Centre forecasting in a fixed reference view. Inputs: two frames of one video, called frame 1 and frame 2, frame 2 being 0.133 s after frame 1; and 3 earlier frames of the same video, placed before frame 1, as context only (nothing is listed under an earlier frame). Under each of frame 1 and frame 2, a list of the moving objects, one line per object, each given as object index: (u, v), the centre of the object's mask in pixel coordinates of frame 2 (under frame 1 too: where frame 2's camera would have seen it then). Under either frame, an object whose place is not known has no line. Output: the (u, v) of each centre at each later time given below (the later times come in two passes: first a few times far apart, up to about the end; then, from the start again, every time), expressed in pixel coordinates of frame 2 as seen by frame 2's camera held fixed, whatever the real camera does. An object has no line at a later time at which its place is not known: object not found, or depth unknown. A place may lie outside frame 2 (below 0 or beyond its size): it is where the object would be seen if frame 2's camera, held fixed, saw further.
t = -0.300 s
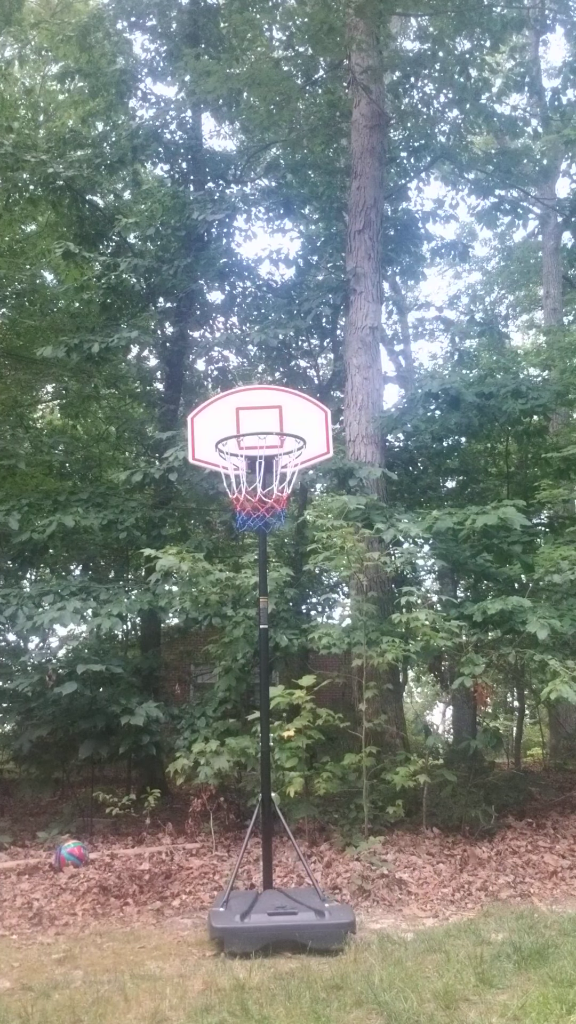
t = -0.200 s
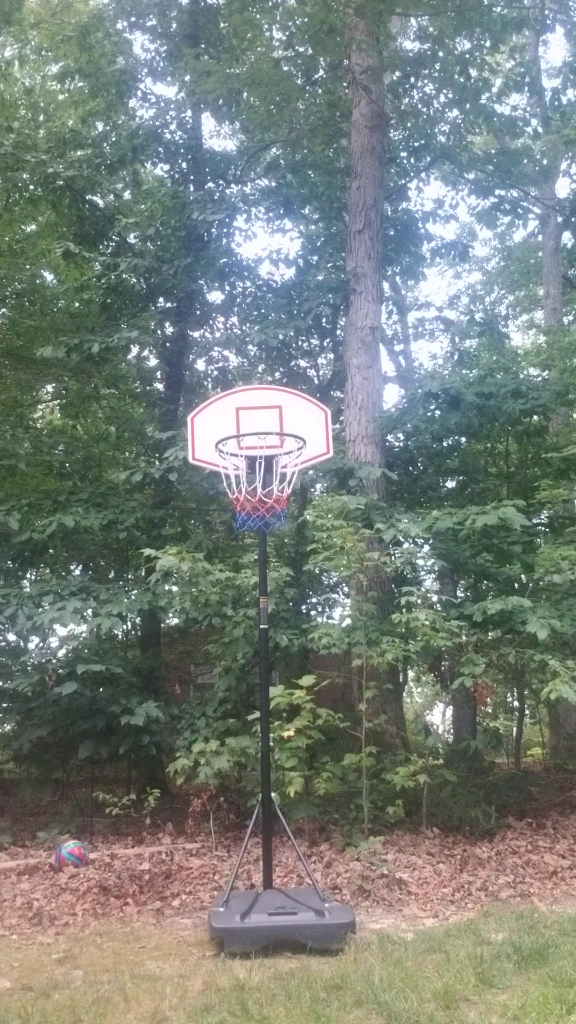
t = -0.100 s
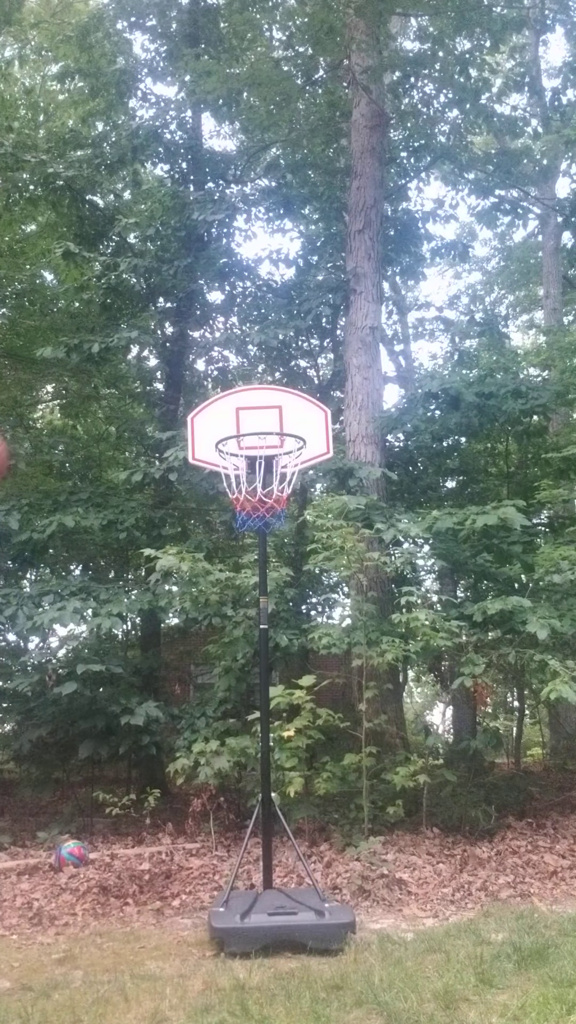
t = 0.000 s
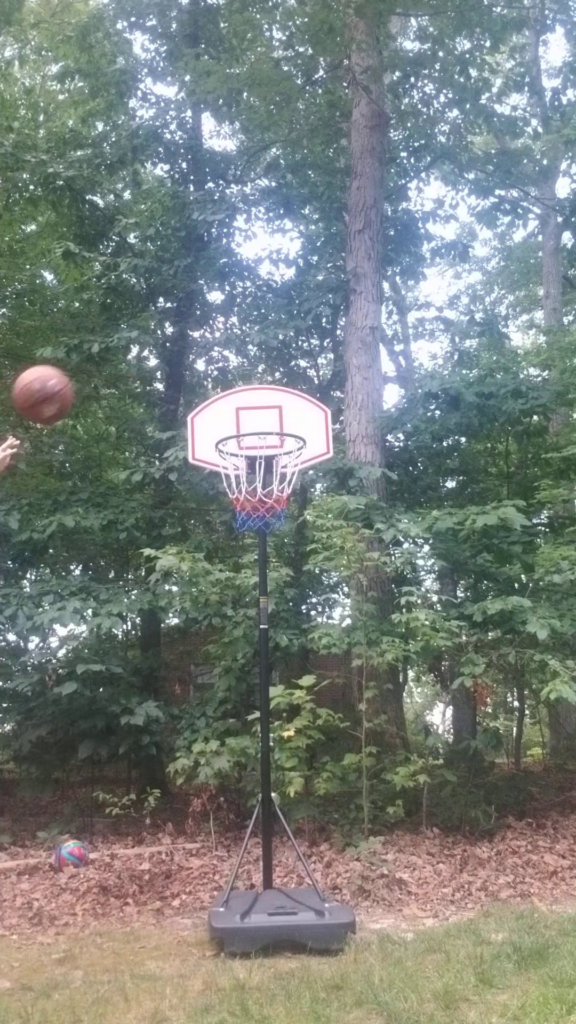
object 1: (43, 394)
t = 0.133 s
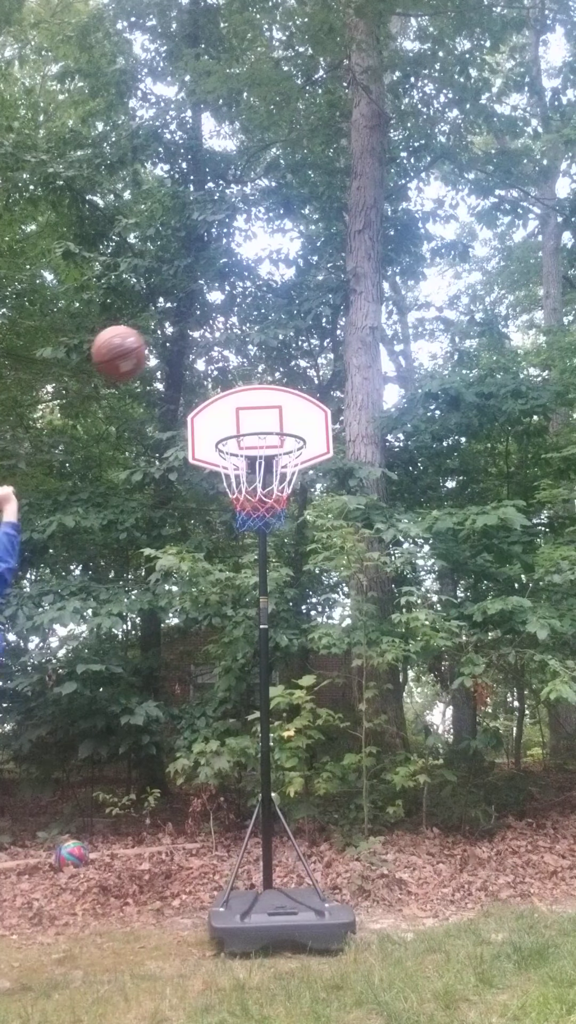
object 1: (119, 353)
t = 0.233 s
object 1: (169, 347)
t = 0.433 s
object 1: (257, 391)
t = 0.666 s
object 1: (285, 433)
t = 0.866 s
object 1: (268, 480)
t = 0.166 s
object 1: (136, 348)
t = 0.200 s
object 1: (154, 347)
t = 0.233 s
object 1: (169, 347)
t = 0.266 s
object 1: (184, 349)
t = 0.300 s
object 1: (200, 354)
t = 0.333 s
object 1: (214, 361)
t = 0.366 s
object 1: (229, 369)
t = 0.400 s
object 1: (244, 379)
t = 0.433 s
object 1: (257, 391)
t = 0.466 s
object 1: (271, 406)
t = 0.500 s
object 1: (286, 418)
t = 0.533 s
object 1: (289, 427)
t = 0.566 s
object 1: (289, 426)
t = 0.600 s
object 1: (288, 427)
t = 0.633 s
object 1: (287, 430)
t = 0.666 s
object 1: (285, 433)
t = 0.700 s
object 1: (284, 437)
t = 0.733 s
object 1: (281, 443)
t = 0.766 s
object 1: (277, 450)
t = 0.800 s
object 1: (274, 458)
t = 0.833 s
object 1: (271, 467)
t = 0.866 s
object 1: (268, 480)
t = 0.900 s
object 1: (265, 490)
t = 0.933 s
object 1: (260, 511)
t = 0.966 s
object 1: (256, 530)
